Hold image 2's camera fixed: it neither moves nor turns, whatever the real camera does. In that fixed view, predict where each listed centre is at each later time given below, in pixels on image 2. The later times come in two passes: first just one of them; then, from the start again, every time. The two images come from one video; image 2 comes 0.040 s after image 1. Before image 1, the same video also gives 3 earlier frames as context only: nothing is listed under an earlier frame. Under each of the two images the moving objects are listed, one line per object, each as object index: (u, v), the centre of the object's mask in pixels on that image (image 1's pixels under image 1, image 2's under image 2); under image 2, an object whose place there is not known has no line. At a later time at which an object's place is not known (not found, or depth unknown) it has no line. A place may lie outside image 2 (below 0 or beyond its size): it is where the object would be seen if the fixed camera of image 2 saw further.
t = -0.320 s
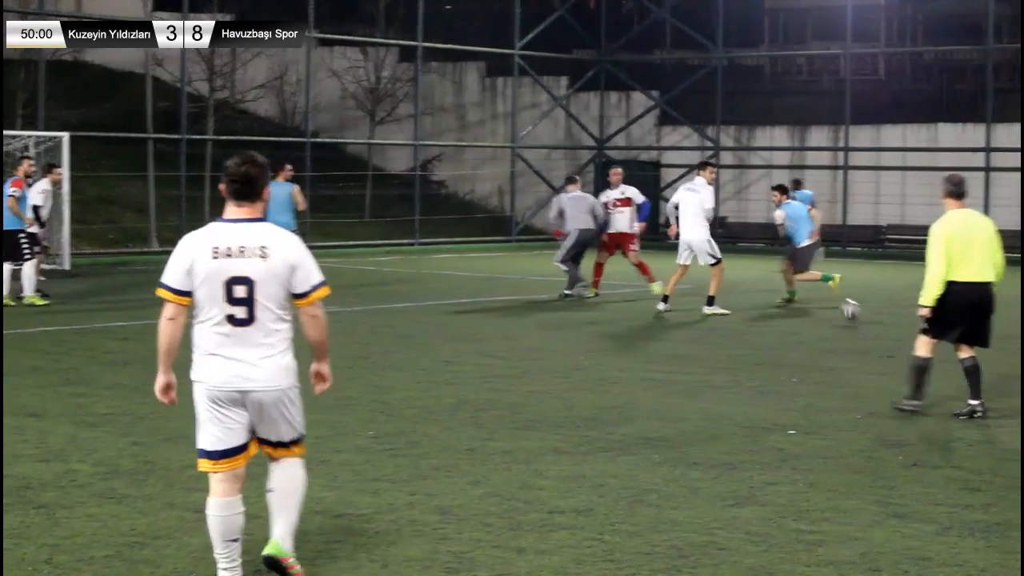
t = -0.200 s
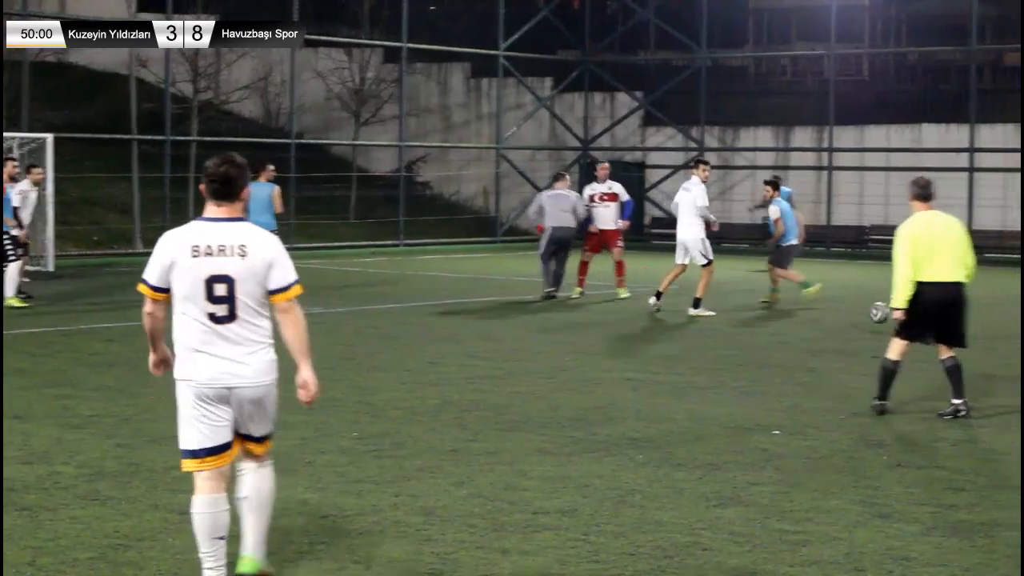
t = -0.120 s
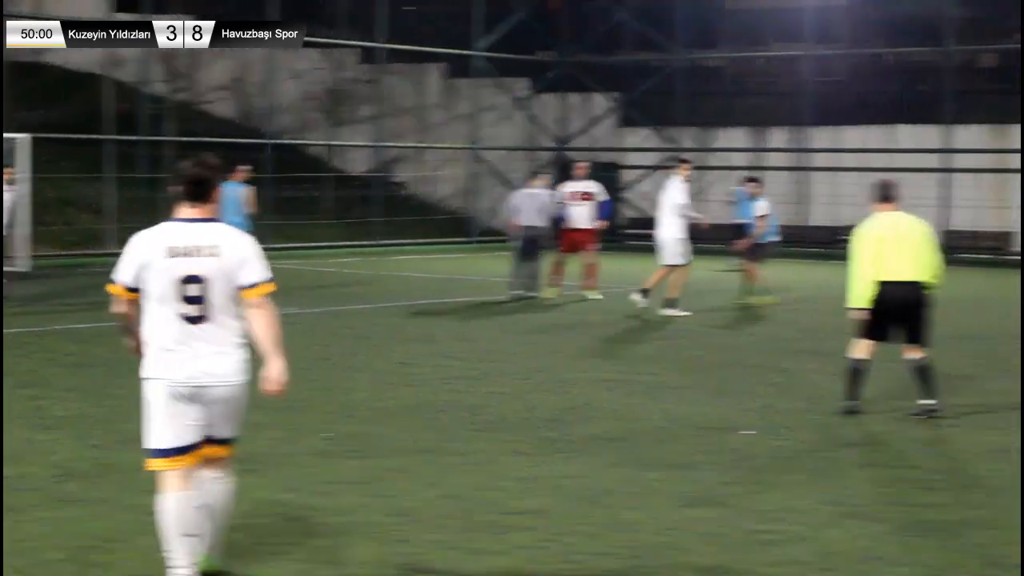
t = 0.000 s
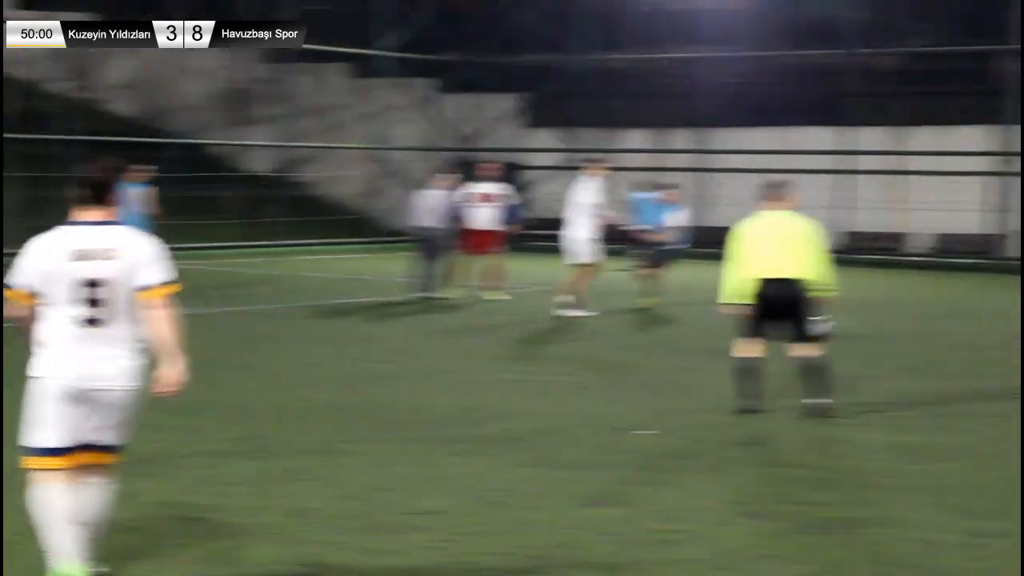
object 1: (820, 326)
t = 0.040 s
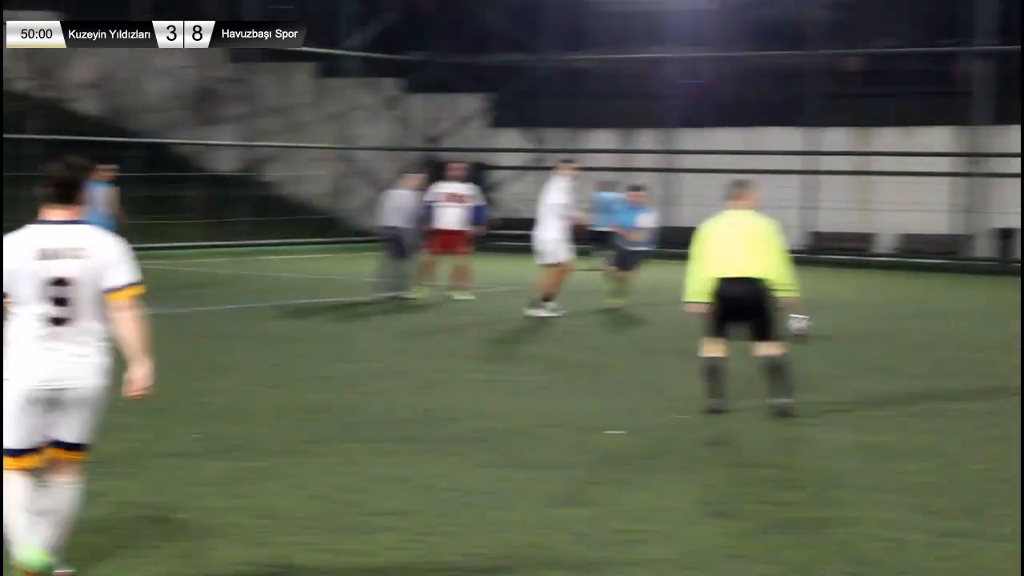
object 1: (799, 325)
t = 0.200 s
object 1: (844, 329)
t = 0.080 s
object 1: (811, 324)
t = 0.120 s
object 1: (822, 325)
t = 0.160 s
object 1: (834, 326)
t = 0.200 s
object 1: (844, 329)
